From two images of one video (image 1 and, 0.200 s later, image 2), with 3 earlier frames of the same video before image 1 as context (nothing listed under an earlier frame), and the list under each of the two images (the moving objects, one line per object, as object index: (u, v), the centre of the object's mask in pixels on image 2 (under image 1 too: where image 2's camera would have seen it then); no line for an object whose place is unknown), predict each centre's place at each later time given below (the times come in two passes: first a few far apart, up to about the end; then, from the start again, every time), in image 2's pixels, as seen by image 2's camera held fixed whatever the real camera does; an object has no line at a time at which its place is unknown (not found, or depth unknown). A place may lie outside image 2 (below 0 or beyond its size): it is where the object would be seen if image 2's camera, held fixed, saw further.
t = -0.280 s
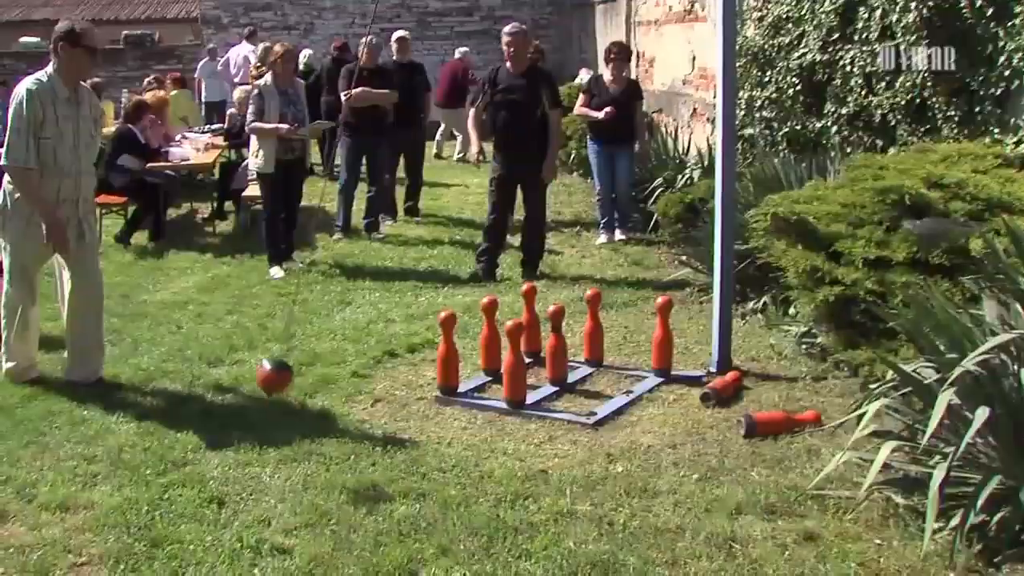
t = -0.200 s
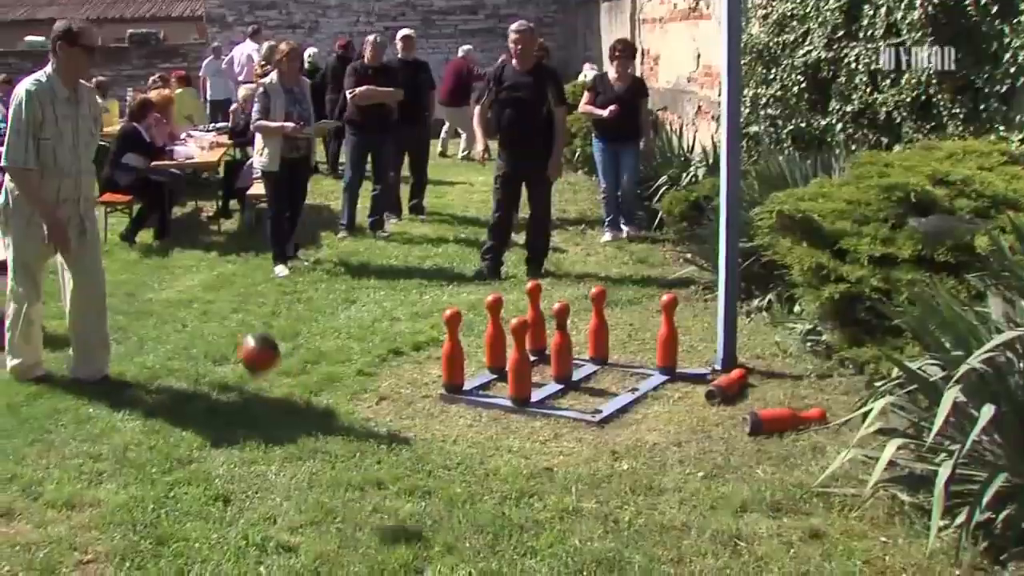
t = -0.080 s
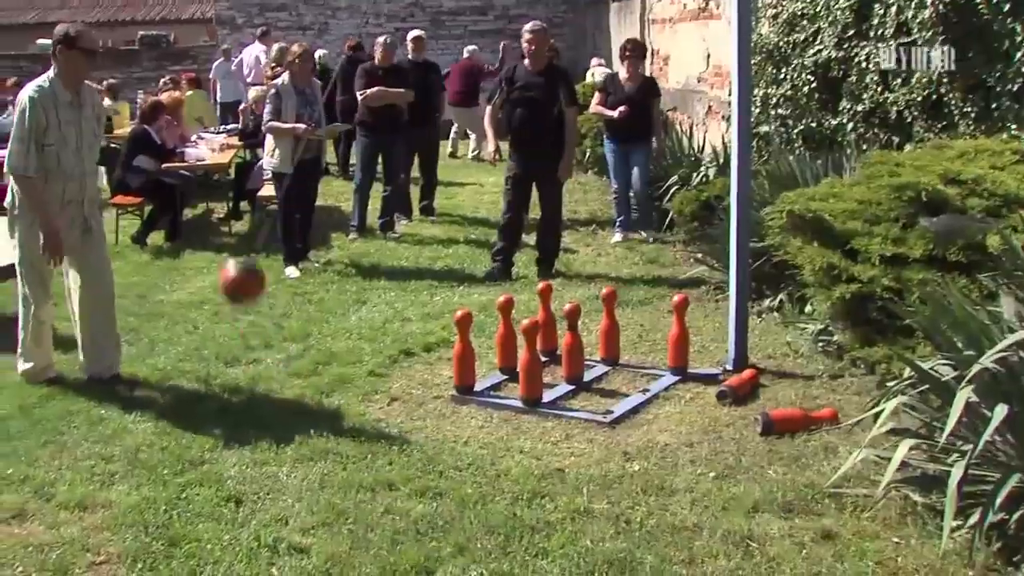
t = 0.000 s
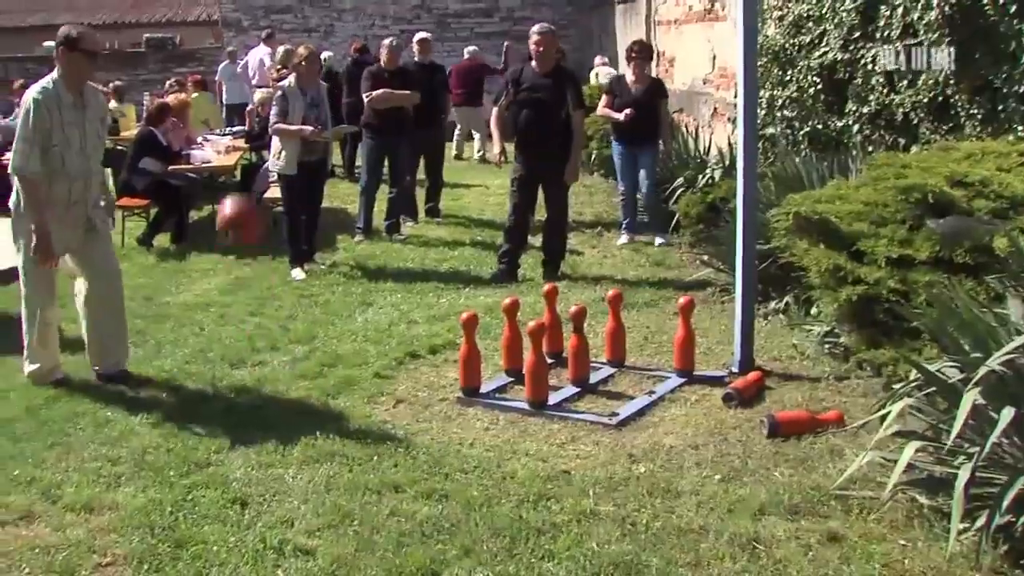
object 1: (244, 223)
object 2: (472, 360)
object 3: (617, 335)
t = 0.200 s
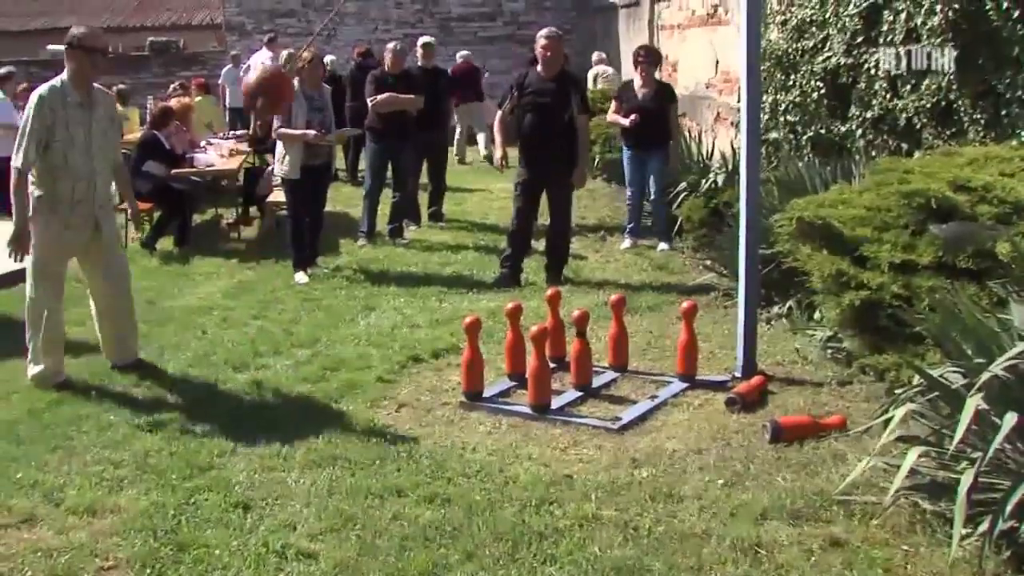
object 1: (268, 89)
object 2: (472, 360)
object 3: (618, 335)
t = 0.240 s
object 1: (280, 77)
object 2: (472, 360)
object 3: (618, 335)
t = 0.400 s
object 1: (334, 75)
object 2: (472, 360)
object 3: (617, 335)
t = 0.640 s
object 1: (430, 229)
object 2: (472, 359)
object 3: (617, 335)
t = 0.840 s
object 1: (493, 367)
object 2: (471, 359)
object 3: (617, 334)
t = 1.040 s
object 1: (516, 388)
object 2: (472, 359)
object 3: (617, 334)
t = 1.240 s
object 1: (441, 386)
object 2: (464, 345)
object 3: (617, 334)
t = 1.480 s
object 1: (368, 386)
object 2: (448, 372)
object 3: (617, 331)
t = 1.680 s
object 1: (322, 380)
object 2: (446, 370)
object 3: (623, 332)
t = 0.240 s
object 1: (280, 77)
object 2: (472, 360)
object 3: (618, 335)
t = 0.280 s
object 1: (293, 66)
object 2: (472, 360)
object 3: (617, 335)
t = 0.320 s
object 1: (303, 63)
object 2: (472, 360)
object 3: (617, 335)
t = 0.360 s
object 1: (320, 65)
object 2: (472, 360)
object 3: (617, 335)
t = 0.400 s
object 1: (334, 75)
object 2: (472, 360)
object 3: (617, 335)
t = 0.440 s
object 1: (351, 87)
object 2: (472, 360)
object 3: (617, 334)
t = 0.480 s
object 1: (364, 109)
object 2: (472, 360)
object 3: (617, 334)
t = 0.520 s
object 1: (382, 134)
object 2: (472, 359)
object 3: (617, 334)
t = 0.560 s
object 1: (397, 163)
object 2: (472, 360)
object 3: (617, 335)
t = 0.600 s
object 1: (415, 194)
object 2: (472, 359)
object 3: (617, 334)
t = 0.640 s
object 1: (430, 229)
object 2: (472, 359)
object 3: (617, 335)
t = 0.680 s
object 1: (447, 263)
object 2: (472, 359)
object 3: (617, 335)
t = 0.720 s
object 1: (461, 292)
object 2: (472, 361)
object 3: (617, 334)
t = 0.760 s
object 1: (475, 319)
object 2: (472, 372)
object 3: (617, 334)
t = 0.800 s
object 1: (487, 345)
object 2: (471, 363)
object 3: (617, 334)
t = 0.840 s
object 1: (493, 367)
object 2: (471, 359)
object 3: (617, 334)
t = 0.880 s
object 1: (503, 381)
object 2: (472, 360)
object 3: (617, 334)
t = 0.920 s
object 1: (508, 390)
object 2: (472, 360)
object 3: (617, 334)
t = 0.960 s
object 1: (514, 394)
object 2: (472, 360)
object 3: (617, 334)
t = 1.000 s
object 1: (515, 394)
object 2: (472, 360)
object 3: (617, 334)
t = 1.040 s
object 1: (516, 388)
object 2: (472, 359)
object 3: (617, 334)
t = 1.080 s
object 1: (501, 384)
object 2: (471, 359)
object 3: (617, 334)
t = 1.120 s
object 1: (479, 380)
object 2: (473, 361)
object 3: (617, 334)
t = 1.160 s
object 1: (467, 384)
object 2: (467, 357)
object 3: (617, 333)
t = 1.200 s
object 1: (454, 385)
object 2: (463, 356)
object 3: (617, 333)
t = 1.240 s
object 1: (441, 386)
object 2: (464, 345)
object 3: (617, 334)
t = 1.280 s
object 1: (428, 387)
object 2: (462, 345)
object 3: (617, 334)
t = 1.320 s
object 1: (415, 388)
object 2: (459, 352)
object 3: (617, 333)
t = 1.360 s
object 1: (402, 390)
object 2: (458, 360)
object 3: (617, 333)
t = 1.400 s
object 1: (390, 388)
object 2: (453, 364)
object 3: (617, 331)
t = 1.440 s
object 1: (378, 387)
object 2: (451, 370)
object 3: (616, 322)
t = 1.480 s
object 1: (368, 386)
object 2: (448, 372)
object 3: (617, 331)
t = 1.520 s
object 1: (357, 385)
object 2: (448, 372)
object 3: (618, 333)
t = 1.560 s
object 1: (347, 384)
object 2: (446, 371)
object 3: (620, 333)
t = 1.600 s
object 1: (337, 383)
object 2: (446, 370)
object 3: (621, 333)
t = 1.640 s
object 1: (329, 381)
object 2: (446, 370)
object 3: (622, 332)
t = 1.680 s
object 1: (322, 380)
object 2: (446, 370)
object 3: (623, 332)
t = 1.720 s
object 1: (316, 379)
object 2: (446, 370)
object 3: (623, 332)
